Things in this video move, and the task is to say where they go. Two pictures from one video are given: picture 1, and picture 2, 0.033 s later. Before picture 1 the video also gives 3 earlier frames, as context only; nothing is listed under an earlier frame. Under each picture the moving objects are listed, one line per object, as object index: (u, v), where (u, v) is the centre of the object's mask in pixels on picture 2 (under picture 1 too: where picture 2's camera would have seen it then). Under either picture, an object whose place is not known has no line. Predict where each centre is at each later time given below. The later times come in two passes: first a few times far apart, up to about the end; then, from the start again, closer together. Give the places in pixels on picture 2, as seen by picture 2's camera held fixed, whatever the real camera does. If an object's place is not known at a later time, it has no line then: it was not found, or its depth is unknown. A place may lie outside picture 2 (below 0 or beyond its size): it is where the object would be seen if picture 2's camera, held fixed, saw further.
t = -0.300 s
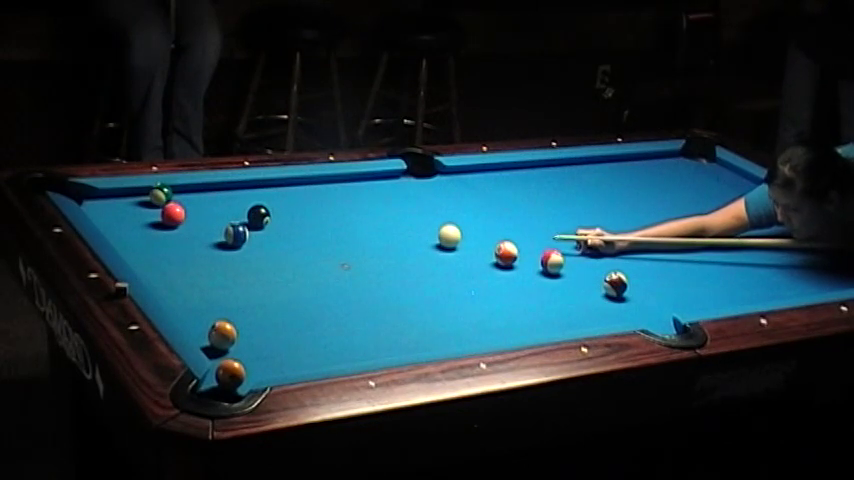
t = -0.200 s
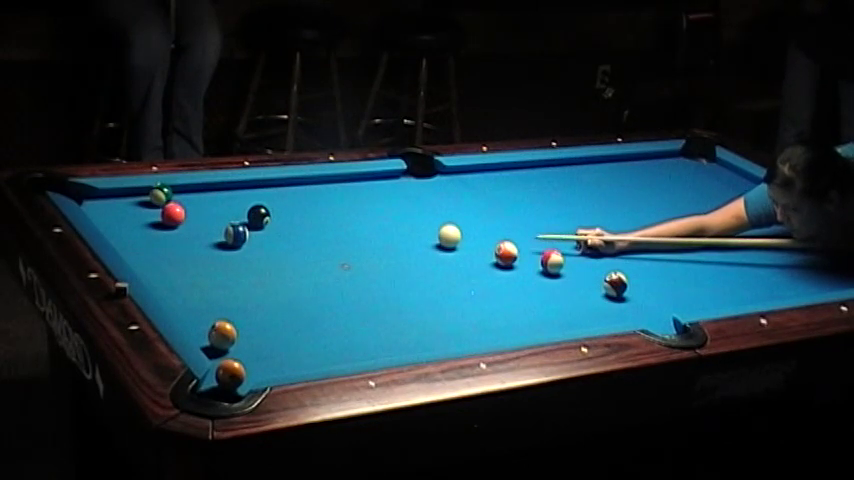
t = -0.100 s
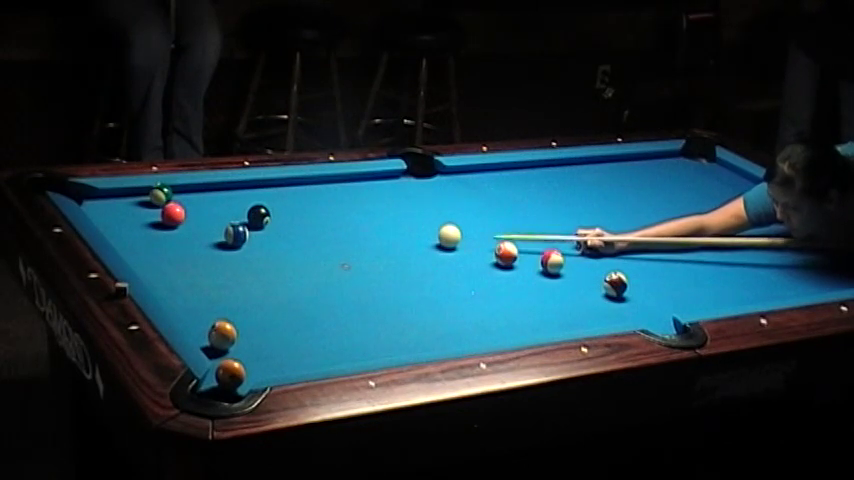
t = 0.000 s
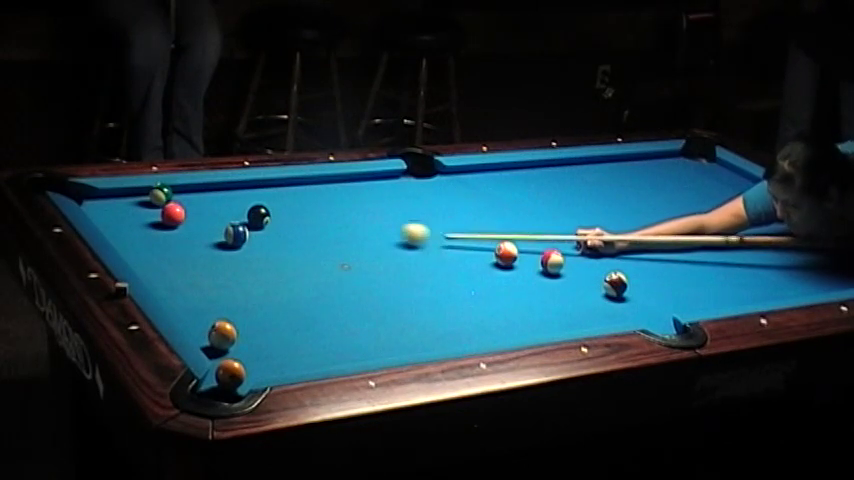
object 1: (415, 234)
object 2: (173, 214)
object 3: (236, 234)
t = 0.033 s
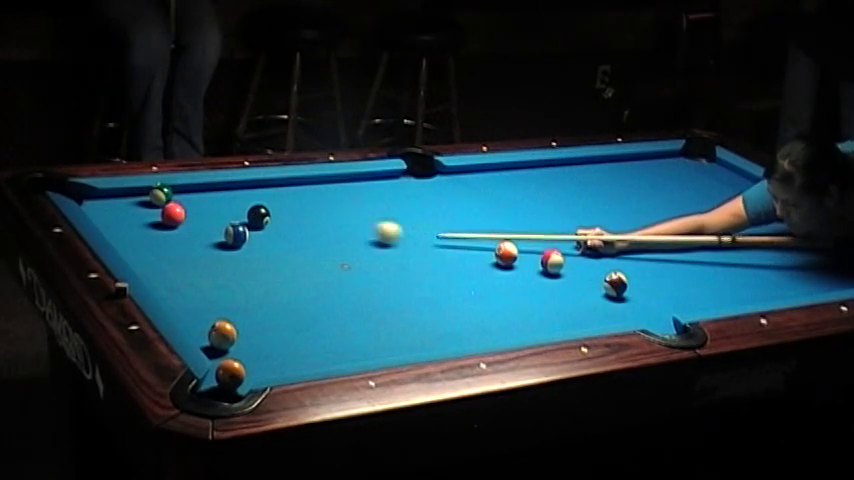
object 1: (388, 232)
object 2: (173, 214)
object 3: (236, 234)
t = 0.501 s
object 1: (140, 234)
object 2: (115, 196)
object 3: (236, 234)
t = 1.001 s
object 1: (216, 239)
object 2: (118, 207)
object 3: (238, 235)
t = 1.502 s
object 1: (252, 250)
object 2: (165, 215)
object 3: (280, 229)
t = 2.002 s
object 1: (282, 259)
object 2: (204, 221)
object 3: (315, 224)
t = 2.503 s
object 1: (303, 266)
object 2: (233, 226)
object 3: (339, 221)
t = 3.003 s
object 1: (317, 270)
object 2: (254, 229)
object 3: (357, 219)
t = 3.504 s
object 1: (324, 271)
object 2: (267, 231)
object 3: (366, 218)
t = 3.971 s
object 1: (324, 271)
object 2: (271, 231)
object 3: (369, 218)
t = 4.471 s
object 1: (324, 271)
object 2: (271, 231)
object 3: (369, 218)
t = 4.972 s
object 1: (324, 271)
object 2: (271, 231)
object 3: (369, 218)
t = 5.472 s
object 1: (324, 271)
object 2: (271, 231)
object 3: (369, 218)
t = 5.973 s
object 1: (324, 271)
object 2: (271, 231)
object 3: (369, 218)
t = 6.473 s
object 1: (324, 271)
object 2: (271, 231)
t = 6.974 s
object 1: (324, 271)
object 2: (271, 231)
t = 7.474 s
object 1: (324, 271)
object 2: (271, 231)
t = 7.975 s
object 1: (324, 271)
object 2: (271, 231)
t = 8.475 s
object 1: (324, 271)
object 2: (271, 232)
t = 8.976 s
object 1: (324, 271)
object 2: (271, 231)
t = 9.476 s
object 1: (324, 271)
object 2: (271, 232)
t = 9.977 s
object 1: (324, 271)
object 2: (271, 231)
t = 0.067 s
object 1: (362, 231)
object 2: (173, 214)
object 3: (236, 234)
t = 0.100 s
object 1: (337, 229)
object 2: (173, 214)
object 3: (236, 234)
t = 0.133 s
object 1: (314, 228)
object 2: (173, 214)
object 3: (236, 234)
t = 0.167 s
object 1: (291, 227)
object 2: (173, 214)
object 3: (236, 234)
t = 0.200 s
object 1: (269, 226)
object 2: (173, 214)
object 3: (236, 234)
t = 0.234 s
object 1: (251, 223)
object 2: (173, 214)
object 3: (236, 235)
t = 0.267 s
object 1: (226, 220)
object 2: (173, 214)
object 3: (236, 235)
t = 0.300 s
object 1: (206, 222)
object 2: (173, 214)
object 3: (236, 235)
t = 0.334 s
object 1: (190, 222)
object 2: (168, 212)
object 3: (236, 234)
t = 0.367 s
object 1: (182, 225)
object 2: (155, 208)
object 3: (236, 234)
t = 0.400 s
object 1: (173, 228)
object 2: (144, 205)
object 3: (236, 234)
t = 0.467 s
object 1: (151, 232)
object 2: (125, 199)
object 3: (236, 234)
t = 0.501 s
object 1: (140, 234)
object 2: (115, 196)
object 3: (236, 234)
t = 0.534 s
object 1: (129, 236)
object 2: (107, 194)
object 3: (236, 234)
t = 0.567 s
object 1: (119, 237)
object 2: (101, 195)
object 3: (236, 234)
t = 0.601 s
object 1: (124, 238)
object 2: (98, 197)
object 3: (236, 234)
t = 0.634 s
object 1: (133, 238)
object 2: (94, 198)
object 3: (236, 234)
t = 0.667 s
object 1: (141, 238)
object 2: (91, 200)
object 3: (236, 234)
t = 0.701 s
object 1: (148, 238)
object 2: (88, 201)
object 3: (236, 234)
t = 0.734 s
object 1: (157, 238)
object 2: (90, 202)
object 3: (236, 234)
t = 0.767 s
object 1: (165, 239)
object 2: (93, 203)
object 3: (236, 234)
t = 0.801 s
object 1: (172, 239)
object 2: (97, 203)
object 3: (236, 234)
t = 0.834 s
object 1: (180, 239)
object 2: (100, 204)
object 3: (236, 234)
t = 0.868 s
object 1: (187, 239)
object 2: (104, 205)
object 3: (236, 234)
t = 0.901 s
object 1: (195, 238)
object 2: (108, 205)
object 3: (236, 234)
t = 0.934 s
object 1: (202, 239)
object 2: (111, 206)
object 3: (236, 234)
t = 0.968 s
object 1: (210, 239)
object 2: (115, 206)
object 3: (236, 235)
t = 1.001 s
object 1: (216, 239)
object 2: (118, 207)
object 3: (238, 235)
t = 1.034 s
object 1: (218, 240)
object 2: (121, 208)
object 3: (241, 235)
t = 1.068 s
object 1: (221, 240)
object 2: (125, 208)
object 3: (243, 234)
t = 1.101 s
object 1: (224, 241)
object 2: (128, 209)
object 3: (246, 234)
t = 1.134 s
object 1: (226, 241)
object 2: (131, 209)
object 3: (249, 233)
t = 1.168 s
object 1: (229, 243)
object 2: (134, 210)
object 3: (253, 233)
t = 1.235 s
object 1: (234, 244)
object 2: (141, 211)
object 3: (259, 232)
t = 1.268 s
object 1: (236, 245)
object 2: (144, 211)
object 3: (262, 232)
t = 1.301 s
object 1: (238, 246)
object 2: (147, 211)
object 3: (265, 231)
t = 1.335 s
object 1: (241, 247)
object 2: (151, 212)
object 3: (267, 231)
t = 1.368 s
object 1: (243, 247)
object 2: (154, 213)
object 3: (270, 230)
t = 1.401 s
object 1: (245, 248)
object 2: (156, 213)
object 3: (272, 230)
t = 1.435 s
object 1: (248, 249)
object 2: (160, 214)
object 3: (274, 229)
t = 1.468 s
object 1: (250, 249)
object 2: (162, 214)
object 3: (277, 229)
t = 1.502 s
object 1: (252, 250)
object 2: (165, 215)
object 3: (280, 229)
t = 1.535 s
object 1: (254, 251)
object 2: (168, 215)
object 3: (283, 228)
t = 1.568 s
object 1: (257, 251)
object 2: (171, 216)
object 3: (286, 228)
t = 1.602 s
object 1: (259, 252)
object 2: (174, 216)
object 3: (288, 227)
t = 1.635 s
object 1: (261, 252)
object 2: (176, 216)
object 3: (291, 227)
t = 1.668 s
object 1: (263, 253)
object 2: (179, 217)
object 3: (293, 227)
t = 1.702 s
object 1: (265, 254)
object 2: (181, 217)
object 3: (296, 227)
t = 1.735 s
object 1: (267, 255)
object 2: (184, 218)
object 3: (298, 226)
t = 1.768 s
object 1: (269, 255)
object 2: (187, 218)
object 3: (300, 226)
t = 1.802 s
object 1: (270, 256)
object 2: (189, 219)
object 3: (302, 226)
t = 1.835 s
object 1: (272, 256)
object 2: (192, 219)
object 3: (304, 226)
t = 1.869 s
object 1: (274, 257)
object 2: (194, 220)
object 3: (307, 225)
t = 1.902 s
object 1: (276, 257)
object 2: (197, 220)
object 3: (308, 225)
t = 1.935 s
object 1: (278, 258)
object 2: (199, 220)
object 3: (310, 225)
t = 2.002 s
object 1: (282, 259)
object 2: (204, 221)
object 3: (315, 224)
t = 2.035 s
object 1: (283, 260)
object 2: (206, 221)
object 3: (317, 224)
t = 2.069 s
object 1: (285, 260)
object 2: (208, 222)
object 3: (319, 224)
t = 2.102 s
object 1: (286, 261)
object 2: (210, 222)
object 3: (321, 223)
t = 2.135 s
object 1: (288, 261)
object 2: (212, 222)
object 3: (323, 223)
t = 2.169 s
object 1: (289, 262)
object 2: (215, 223)
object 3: (325, 223)
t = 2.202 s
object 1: (291, 262)
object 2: (216, 223)
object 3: (326, 223)
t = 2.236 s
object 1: (292, 263)
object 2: (219, 223)
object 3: (328, 223)
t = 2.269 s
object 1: (294, 263)
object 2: (221, 223)
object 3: (329, 223)
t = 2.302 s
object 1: (295, 264)
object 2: (222, 224)
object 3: (331, 223)
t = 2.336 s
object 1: (297, 264)
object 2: (224, 224)
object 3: (333, 223)
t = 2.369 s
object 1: (298, 264)
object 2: (226, 225)
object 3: (334, 223)
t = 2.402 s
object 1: (299, 265)
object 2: (228, 225)
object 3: (336, 222)
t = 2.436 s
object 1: (300, 265)
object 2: (229, 225)
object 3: (337, 222)
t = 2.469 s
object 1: (302, 265)
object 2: (231, 226)
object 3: (338, 222)
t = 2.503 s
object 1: (303, 266)
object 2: (233, 226)
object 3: (339, 221)
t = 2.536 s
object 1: (304, 266)
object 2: (235, 226)
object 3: (341, 221)
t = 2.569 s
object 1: (305, 267)
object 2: (236, 226)
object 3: (342, 221)
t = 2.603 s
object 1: (306, 267)
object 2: (238, 227)
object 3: (344, 221)
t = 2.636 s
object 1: (307, 268)
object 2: (239, 227)
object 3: (345, 221)
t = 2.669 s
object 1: (309, 268)
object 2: (241, 227)
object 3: (346, 220)
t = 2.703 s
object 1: (310, 268)
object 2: (242, 227)
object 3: (348, 220)
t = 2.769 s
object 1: (311, 268)
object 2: (245, 228)
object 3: (350, 219)
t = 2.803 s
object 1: (312, 269)
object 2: (247, 228)
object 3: (351, 219)
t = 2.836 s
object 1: (313, 269)
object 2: (248, 228)
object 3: (352, 219)
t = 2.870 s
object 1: (314, 269)
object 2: (249, 228)
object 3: (354, 219)
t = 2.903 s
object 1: (315, 269)
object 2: (250, 229)
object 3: (354, 219)
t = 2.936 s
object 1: (316, 269)
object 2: (251, 229)
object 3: (355, 219)
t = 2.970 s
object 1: (316, 270)
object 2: (253, 229)
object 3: (356, 219)
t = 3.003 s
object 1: (317, 270)
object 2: (254, 229)
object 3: (357, 219)
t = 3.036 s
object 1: (318, 270)
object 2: (255, 230)
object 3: (358, 219)
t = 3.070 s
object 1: (319, 270)
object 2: (256, 230)
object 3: (359, 219)
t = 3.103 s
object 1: (319, 270)
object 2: (257, 230)
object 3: (360, 219)
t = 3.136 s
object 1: (320, 271)
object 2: (258, 230)
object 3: (361, 219)
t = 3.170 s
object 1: (320, 271)
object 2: (259, 230)
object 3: (361, 219)
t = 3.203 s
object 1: (321, 271)
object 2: (260, 230)
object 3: (362, 219)
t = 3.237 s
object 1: (321, 271)
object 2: (261, 230)
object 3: (362, 219)
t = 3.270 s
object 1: (322, 271)
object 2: (262, 230)
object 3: (363, 219)
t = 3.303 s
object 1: (322, 271)
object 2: (263, 231)
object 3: (363, 219)
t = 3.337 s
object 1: (322, 271)
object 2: (263, 231)
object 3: (364, 218)
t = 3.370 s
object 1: (323, 271)
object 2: (264, 231)
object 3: (364, 218)
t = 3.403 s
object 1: (323, 271)
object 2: (265, 231)
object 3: (365, 218)
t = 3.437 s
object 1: (323, 271)
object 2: (266, 231)
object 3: (365, 218)
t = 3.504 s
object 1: (324, 271)
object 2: (267, 231)
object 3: (366, 218)
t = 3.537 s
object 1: (324, 271)
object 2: (267, 231)
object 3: (367, 218)
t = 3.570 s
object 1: (324, 271)
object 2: (268, 231)
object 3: (367, 218)
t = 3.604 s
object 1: (324, 271)
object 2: (268, 231)
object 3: (368, 218)
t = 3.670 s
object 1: (324, 271)
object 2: (269, 232)
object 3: (368, 218)
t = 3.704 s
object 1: (324, 271)
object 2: (270, 232)
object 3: (369, 218)
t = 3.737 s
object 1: (324, 271)
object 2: (270, 232)
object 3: (369, 218)
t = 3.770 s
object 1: (324, 271)
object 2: (270, 232)
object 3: (369, 218)
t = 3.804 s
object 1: (324, 271)
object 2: (271, 232)
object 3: (369, 218)
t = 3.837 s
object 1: (324, 271)
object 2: (271, 232)
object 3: (369, 218)
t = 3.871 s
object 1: (324, 271)
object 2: (271, 231)
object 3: (369, 218)
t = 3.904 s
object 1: (324, 271)
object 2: (271, 232)
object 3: (369, 218)
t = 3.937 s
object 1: (324, 271)
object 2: (271, 231)
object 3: (369, 218)
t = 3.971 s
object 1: (324, 271)
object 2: (271, 231)
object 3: (369, 218)
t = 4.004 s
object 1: (324, 271)
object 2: (271, 231)
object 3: (369, 218)
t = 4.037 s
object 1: (324, 271)
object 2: (271, 231)
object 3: (369, 218)
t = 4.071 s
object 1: (324, 271)
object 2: (271, 231)
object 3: (369, 218)
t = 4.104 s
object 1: (324, 271)
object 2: (271, 231)
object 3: (369, 218)
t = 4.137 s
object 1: (324, 271)
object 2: (271, 231)
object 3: (369, 218)
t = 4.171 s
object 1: (324, 271)
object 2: (271, 231)
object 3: (369, 218)
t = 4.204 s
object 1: (324, 271)
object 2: (271, 231)
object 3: (369, 218)
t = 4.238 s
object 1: (324, 271)
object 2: (271, 231)
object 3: (369, 218)
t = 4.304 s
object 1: (324, 271)
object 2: (271, 231)
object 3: (369, 218)
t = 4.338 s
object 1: (324, 271)
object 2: (271, 231)
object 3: (369, 218)
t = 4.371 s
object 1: (324, 271)
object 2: (271, 231)
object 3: (369, 218)
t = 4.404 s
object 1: (324, 271)
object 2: (271, 231)
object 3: (369, 218)
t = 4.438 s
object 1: (324, 271)
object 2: (271, 231)
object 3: (369, 218)
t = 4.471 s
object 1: (324, 271)
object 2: (271, 231)
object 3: (369, 218)
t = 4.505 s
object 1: (324, 271)
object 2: (271, 231)
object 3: (369, 218)
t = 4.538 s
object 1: (324, 271)
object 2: (271, 231)
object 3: (369, 218)
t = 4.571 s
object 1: (324, 271)
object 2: (271, 231)
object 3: (369, 218)
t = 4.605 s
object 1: (324, 271)
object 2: (271, 231)
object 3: (369, 218)
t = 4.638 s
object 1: (324, 271)
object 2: (271, 231)
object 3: (369, 218)
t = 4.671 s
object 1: (324, 271)
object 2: (271, 231)
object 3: (369, 218)
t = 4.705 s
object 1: (324, 271)
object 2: (271, 231)
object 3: (369, 218)
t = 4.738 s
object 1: (324, 271)
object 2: (271, 231)
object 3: (369, 218)
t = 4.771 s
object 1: (324, 271)
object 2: (271, 231)
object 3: (369, 218)
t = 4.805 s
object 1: (324, 271)
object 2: (271, 231)
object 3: (369, 218)
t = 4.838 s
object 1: (324, 271)
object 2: (271, 231)
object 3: (369, 218)
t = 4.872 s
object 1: (324, 271)
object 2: (271, 231)
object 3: (369, 218)
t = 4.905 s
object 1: (324, 271)
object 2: (271, 231)
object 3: (369, 218)
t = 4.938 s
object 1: (324, 271)
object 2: (271, 231)
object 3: (369, 218)
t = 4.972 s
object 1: (324, 271)
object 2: (271, 231)
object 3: (369, 218)
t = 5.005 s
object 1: (324, 271)
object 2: (271, 231)
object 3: (369, 218)
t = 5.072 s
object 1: (324, 271)
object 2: (271, 231)
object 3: (369, 218)
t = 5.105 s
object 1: (324, 271)
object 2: (271, 231)
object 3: (369, 218)
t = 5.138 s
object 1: (324, 271)
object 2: (271, 231)
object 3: (369, 218)
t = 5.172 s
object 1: (324, 271)
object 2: (271, 231)
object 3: (369, 218)
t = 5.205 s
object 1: (324, 271)
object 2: (271, 231)
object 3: (369, 218)
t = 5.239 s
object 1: (324, 271)
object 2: (271, 231)
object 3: (369, 218)
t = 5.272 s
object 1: (324, 271)
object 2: (271, 231)
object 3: (369, 218)
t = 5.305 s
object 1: (324, 271)
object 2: (271, 231)
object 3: (369, 218)
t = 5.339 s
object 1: (324, 271)
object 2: (271, 231)
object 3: (369, 218)
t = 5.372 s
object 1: (324, 271)
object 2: (271, 231)
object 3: (369, 218)
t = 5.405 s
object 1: (324, 271)
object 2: (271, 231)
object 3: (369, 218)
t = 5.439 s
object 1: (324, 271)
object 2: (271, 231)
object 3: (369, 218)
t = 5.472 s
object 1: (324, 271)
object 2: (271, 231)
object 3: (369, 218)
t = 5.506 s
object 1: (324, 271)
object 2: (271, 231)
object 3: (369, 218)
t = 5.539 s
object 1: (324, 271)
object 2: (271, 231)
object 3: (369, 218)
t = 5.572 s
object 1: (324, 271)
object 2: (271, 231)
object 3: (369, 218)
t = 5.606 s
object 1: (324, 271)
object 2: (271, 231)
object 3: (369, 218)
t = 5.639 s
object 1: (324, 271)
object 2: (271, 231)
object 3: (369, 218)
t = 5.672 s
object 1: (324, 271)
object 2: (271, 231)
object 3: (369, 218)
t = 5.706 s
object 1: (324, 271)
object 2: (271, 231)
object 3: (369, 218)
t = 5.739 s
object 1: (324, 271)
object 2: (271, 231)
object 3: (369, 218)
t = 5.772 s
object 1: (324, 271)
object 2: (271, 231)
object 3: (369, 218)
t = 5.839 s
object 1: (324, 271)
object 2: (271, 231)
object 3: (369, 218)
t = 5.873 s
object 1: (324, 271)
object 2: (271, 231)
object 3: (369, 218)
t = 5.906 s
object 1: (324, 271)
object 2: (271, 231)
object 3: (369, 218)
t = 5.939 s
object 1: (324, 271)
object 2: (271, 231)
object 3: (369, 218)
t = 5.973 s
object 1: (324, 271)
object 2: (271, 231)
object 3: (369, 218)
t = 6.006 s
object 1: (324, 271)
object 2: (271, 231)
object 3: (369, 218)
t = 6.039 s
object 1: (324, 271)
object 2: (271, 231)
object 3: (369, 218)
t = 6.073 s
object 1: (324, 271)
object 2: (271, 231)
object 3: (369, 218)
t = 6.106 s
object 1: (324, 271)
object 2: (271, 231)
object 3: (369, 218)
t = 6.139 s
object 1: (324, 271)
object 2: (271, 231)
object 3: (369, 218)
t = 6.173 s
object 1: (324, 271)
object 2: (271, 232)
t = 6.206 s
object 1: (324, 271)
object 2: (271, 231)
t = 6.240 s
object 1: (324, 271)
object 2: (271, 231)
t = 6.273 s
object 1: (324, 271)
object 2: (270, 231)
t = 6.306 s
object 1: (324, 271)
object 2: (271, 231)
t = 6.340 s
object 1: (324, 271)
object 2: (271, 231)
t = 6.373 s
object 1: (324, 271)
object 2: (271, 231)
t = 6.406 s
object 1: (324, 271)
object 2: (271, 231)
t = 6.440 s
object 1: (324, 271)
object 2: (271, 231)
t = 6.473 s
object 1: (324, 271)
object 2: (271, 231)
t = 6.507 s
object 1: (324, 271)
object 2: (271, 231)
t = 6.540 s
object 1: (324, 271)
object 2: (271, 231)
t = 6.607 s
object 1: (324, 271)
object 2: (271, 231)
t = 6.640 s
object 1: (324, 271)
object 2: (271, 231)
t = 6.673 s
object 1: (324, 271)
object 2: (271, 231)
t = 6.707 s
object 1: (324, 271)
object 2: (271, 231)
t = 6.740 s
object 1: (324, 271)
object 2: (271, 231)
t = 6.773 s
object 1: (324, 271)
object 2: (271, 231)
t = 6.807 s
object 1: (324, 271)
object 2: (271, 231)
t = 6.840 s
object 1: (324, 271)
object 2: (271, 231)
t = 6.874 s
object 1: (324, 271)
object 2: (271, 231)
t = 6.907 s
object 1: (324, 271)
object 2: (271, 231)
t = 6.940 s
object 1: (324, 271)
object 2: (271, 231)
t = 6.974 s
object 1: (324, 271)
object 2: (271, 231)
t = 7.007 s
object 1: (324, 271)
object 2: (271, 231)
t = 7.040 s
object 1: (324, 271)
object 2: (271, 231)
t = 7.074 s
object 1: (324, 271)
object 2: (271, 231)
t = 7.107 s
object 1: (324, 271)
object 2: (271, 232)
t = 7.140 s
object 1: (324, 271)
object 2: (271, 232)
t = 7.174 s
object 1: (324, 271)
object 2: (271, 232)
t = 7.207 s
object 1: (324, 271)
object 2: (271, 232)
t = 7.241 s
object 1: (324, 271)
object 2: (271, 232)
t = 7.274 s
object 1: (324, 271)
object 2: (271, 232)
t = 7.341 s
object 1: (324, 271)
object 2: (271, 231)
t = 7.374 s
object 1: (324, 271)
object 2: (271, 231)
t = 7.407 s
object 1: (324, 271)
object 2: (271, 232)
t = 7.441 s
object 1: (324, 271)
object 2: (271, 231)
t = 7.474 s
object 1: (324, 271)
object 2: (271, 231)
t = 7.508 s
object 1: (324, 271)
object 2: (271, 231)
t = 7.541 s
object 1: (324, 271)
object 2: (271, 231)
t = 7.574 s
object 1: (324, 271)
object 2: (271, 231)
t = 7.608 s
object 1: (324, 271)
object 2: (271, 231)
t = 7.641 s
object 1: (324, 271)
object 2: (271, 231)
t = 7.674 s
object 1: (324, 271)
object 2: (271, 231)
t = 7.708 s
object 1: (324, 271)
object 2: (271, 231)
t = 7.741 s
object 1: (324, 271)
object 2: (271, 231)
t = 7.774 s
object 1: (324, 271)
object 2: (271, 231)
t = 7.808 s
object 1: (324, 271)
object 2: (271, 231)
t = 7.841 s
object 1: (324, 271)
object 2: (271, 232)
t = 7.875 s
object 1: (324, 271)
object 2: (271, 231)
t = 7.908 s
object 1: (324, 271)
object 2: (271, 231)
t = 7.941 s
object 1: (324, 271)
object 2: (271, 232)
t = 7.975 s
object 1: (324, 271)
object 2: (271, 231)
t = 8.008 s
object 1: (324, 271)
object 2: (271, 231)
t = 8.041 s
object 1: (324, 271)
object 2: (271, 231)
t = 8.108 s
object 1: (324, 271)
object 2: (271, 231)
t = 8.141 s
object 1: (324, 271)
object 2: (271, 231)
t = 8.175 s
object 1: (324, 271)
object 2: (271, 232)
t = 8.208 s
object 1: (324, 271)
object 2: (271, 231)
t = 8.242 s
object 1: (324, 271)
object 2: (271, 231)
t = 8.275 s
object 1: (324, 271)
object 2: (271, 231)
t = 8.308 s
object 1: (324, 271)
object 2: (271, 231)
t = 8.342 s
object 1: (324, 271)
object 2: (271, 231)
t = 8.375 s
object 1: (324, 271)
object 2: (271, 231)
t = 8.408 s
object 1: (324, 271)
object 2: (271, 231)
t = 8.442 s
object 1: (324, 271)
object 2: (271, 231)
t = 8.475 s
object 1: (324, 271)
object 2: (271, 232)
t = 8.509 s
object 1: (324, 271)
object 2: (271, 231)
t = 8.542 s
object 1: (324, 271)
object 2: (271, 231)
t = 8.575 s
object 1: (324, 271)
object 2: (271, 231)
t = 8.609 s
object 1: (324, 271)
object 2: (271, 231)
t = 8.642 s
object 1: (324, 271)
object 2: (271, 231)
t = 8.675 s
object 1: (324, 271)
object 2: (271, 231)
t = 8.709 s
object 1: (324, 271)
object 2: (271, 231)
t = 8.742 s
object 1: (324, 271)
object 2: (271, 231)
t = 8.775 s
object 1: (324, 271)
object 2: (271, 231)
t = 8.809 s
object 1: (324, 271)
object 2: (271, 231)
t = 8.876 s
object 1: (324, 271)
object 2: (271, 231)
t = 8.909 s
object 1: (324, 271)
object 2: (271, 231)
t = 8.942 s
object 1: (324, 271)
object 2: (271, 231)
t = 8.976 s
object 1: (324, 271)
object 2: (271, 231)
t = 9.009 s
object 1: (324, 271)
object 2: (271, 232)
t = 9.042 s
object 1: (324, 271)
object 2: (271, 231)
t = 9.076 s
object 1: (324, 271)
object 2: (271, 231)
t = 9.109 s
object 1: (324, 271)
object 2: (271, 232)
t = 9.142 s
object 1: (324, 271)
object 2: (271, 231)
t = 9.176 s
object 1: (324, 271)
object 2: (271, 231)
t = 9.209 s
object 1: (324, 271)
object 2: (271, 232)
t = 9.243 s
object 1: (324, 271)
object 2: (271, 232)
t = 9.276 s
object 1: (324, 271)
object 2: (271, 232)
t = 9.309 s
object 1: (324, 271)
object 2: (271, 232)
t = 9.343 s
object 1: (324, 271)
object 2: (271, 232)
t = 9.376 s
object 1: (324, 271)
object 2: (271, 232)
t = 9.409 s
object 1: (324, 271)
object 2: (271, 232)
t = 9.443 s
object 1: (324, 271)
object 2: (271, 232)
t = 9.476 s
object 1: (324, 271)
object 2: (271, 232)
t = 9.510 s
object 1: (324, 271)
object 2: (271, 232)
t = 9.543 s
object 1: (324, 271)
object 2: (271, 232)
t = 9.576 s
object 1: (324, 271)
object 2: (271, 232)
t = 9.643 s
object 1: (324, 271)
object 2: (271, 232)
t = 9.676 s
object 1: (324, 271)
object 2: (271, 232)
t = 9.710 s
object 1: (324, 271)
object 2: (271, 232)
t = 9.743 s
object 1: (324, 271)
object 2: (271, 232)
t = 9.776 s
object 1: (324, 271)
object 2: (271, 232)
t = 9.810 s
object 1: (324, 271)
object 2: (271, 232)
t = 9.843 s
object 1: (324, 271)
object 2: (271, 232)
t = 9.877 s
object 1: (324, 271)
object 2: (271, 232)
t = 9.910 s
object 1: (324, 271)
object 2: (271, 232)
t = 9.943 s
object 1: (324, 271)
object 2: (271, 232)
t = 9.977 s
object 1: (324, 271)
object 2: (271, 231)
